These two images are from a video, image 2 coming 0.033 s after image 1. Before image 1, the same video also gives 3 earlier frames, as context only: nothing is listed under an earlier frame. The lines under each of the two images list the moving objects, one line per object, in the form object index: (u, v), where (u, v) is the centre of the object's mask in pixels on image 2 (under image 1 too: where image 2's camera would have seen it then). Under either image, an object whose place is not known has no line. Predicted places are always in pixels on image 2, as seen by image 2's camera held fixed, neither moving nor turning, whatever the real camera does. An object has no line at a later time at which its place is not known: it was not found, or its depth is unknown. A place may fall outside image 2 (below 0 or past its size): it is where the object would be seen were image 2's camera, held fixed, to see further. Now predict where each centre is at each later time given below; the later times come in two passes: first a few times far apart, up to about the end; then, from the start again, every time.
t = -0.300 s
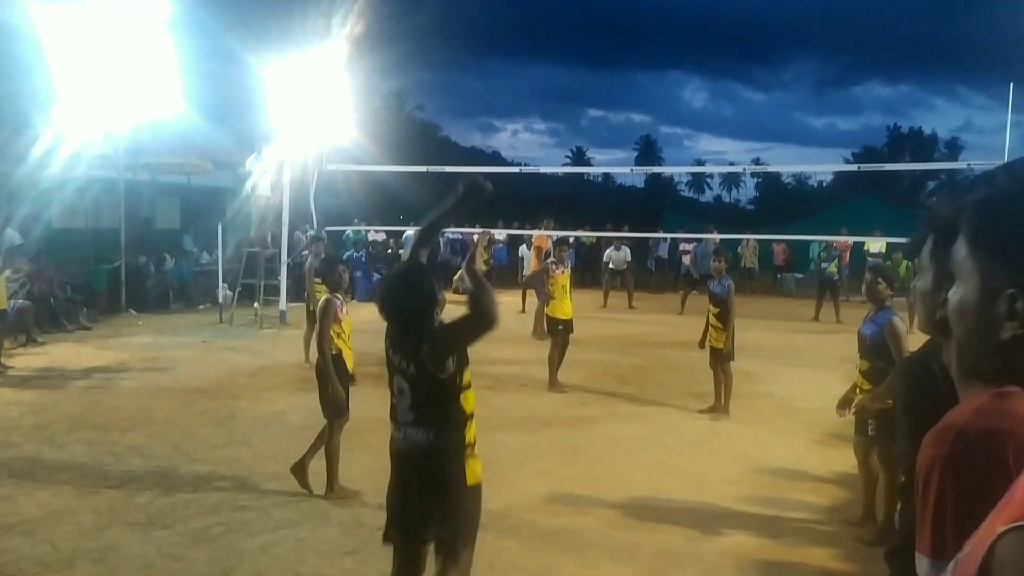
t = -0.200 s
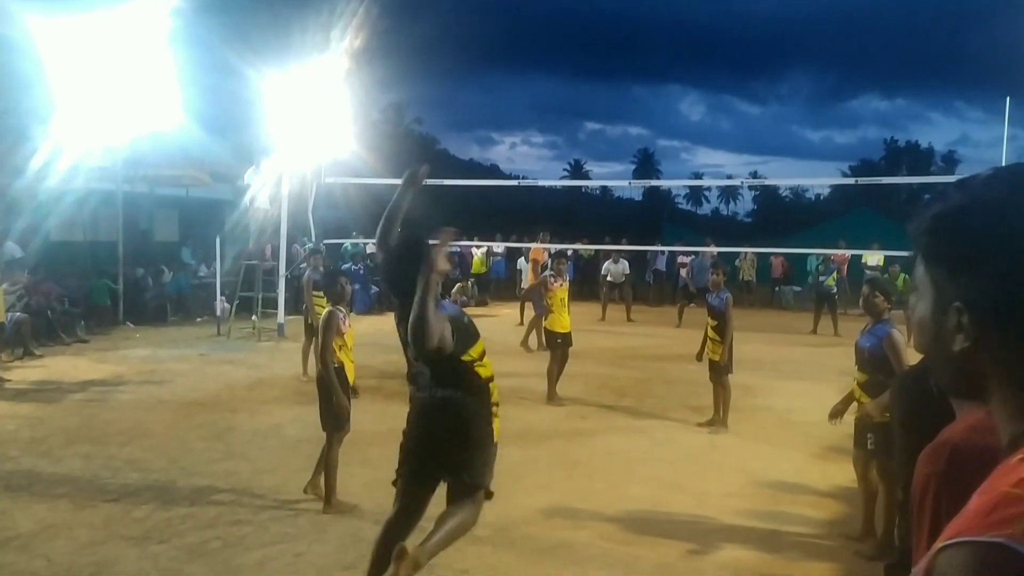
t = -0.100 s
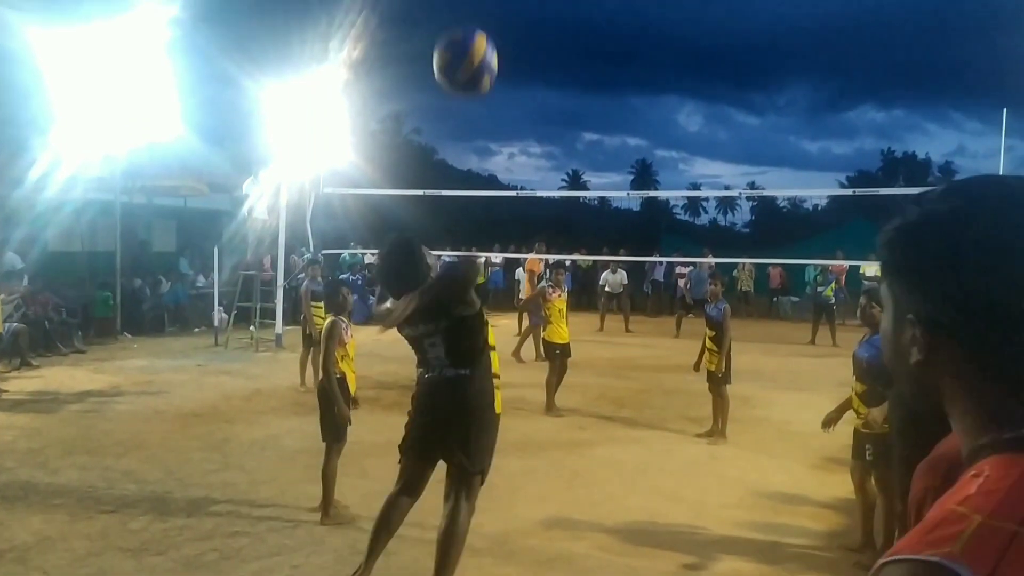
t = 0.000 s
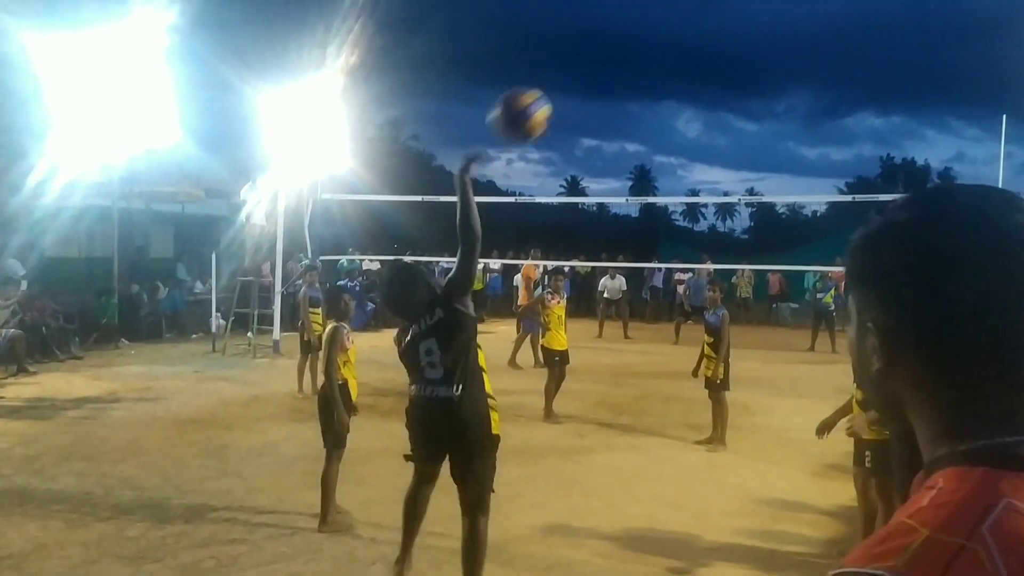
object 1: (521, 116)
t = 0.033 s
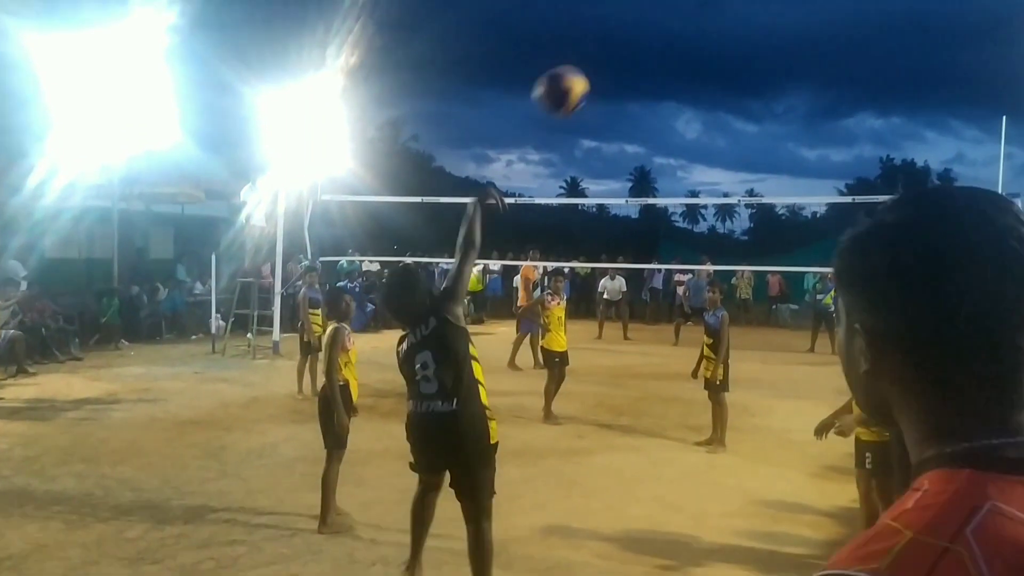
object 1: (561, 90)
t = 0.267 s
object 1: (712, 50)
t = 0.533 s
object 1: (778, 106)
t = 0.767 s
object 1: (809, 181)
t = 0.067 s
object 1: (595, 73)
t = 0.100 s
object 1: (623, 61)
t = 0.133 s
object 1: (647, 52)
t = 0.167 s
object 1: (667, 48)
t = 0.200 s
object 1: (684, 47)
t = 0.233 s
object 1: (700, 48)
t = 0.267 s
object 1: (712, 50)
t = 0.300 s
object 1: (724, 53)
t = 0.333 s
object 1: (734, 58)
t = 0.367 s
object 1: (743, 64)
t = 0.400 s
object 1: (752, 72)
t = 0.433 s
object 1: (759, 80)
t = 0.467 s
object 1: (766, 88)
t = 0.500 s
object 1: (772, 97)
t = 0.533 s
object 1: (778, 106)
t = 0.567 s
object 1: (783, 115)
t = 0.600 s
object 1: (788, 126)
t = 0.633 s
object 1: (793, 137)
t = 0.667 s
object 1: (798, 146)
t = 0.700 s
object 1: (801, 158)
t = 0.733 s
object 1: (805, 170)
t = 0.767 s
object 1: (809, 181)
